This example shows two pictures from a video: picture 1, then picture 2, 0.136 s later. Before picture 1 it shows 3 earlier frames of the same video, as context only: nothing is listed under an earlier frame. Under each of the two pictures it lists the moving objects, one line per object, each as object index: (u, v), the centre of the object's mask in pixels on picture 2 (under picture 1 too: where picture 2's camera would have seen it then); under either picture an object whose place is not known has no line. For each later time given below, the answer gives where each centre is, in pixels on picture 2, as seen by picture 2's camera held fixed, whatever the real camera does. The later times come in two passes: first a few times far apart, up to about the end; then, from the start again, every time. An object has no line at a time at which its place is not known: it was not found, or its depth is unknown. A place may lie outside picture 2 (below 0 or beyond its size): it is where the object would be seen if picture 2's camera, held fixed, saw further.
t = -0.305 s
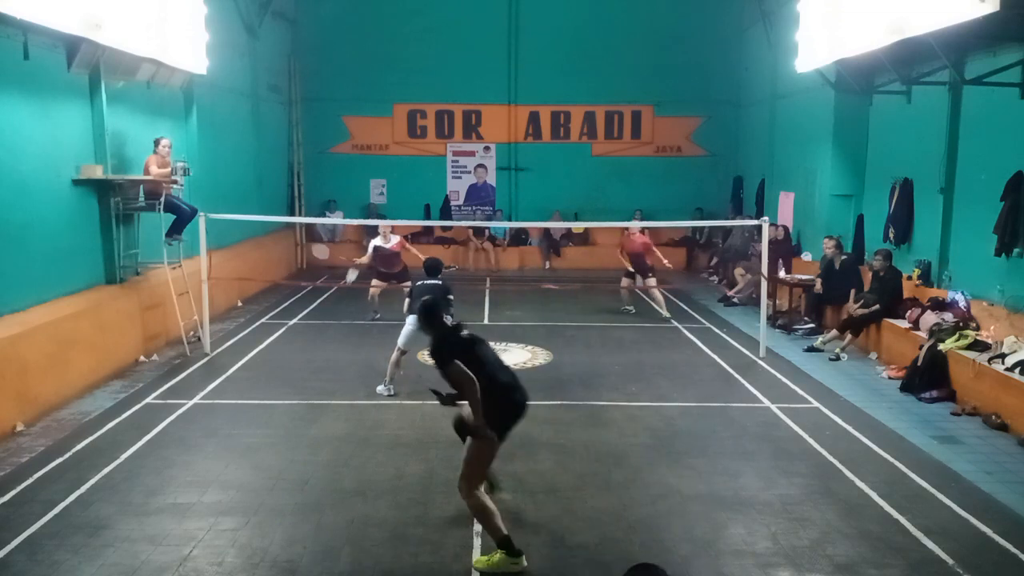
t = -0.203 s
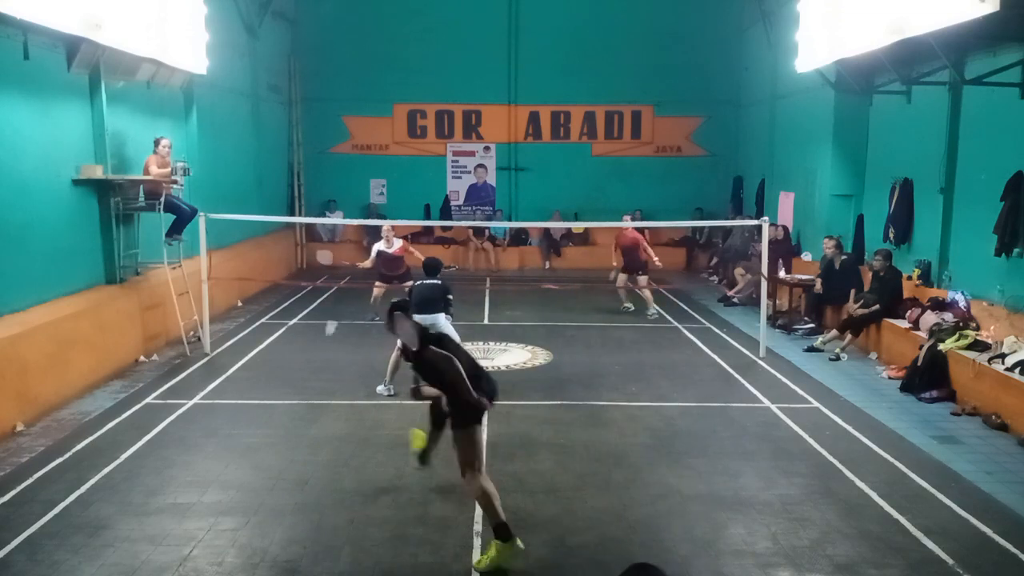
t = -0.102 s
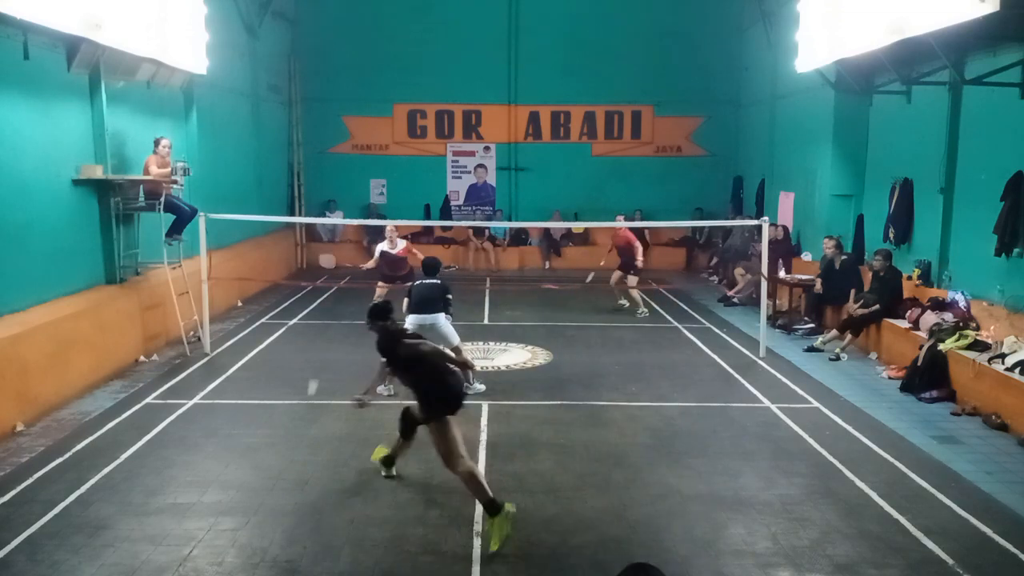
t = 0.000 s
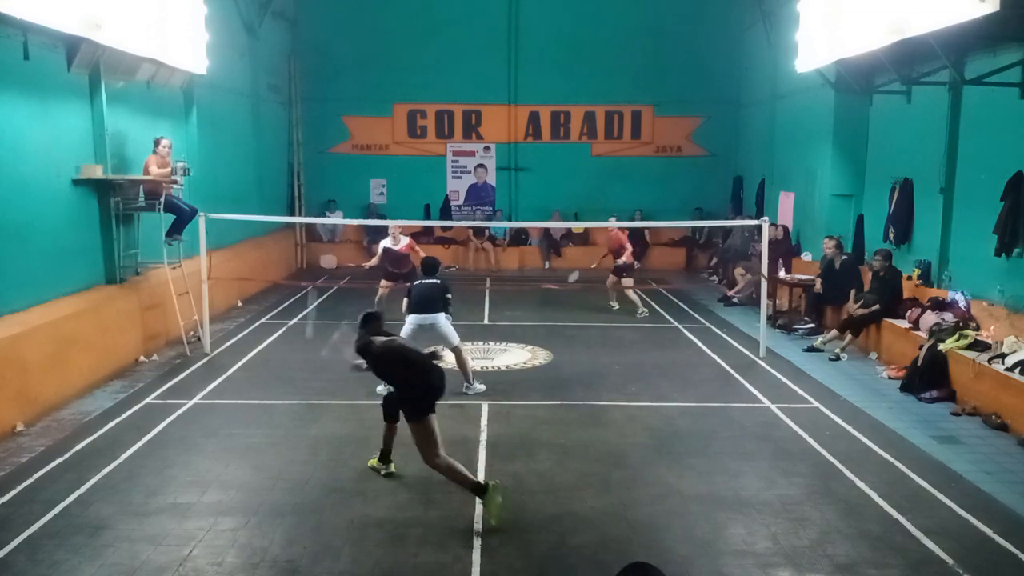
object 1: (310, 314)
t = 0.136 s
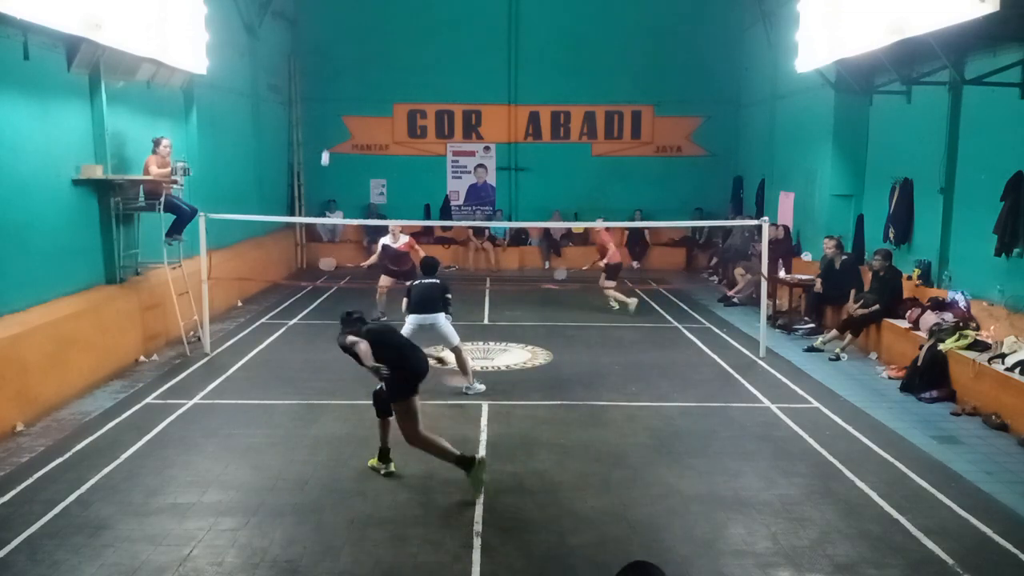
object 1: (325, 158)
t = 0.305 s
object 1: (332, 101)
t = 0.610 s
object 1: (338, 94)
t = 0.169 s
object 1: (326, 140)
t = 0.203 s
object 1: (327, 126)
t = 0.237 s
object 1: (329, 117)
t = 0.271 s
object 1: (330, 108)
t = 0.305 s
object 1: (332, 101)
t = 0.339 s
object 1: (332, 96)
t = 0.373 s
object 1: (333, 92)
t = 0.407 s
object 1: (334, 90)
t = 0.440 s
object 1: (334, 89)
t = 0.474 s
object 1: (335, 89)
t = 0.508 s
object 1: (336, 89)
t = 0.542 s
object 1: (336, 90)
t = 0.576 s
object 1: (337, 92)
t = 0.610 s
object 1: (338, 94)
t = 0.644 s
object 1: (338, 97)
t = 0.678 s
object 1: (339, 102)
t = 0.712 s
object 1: (339, 107)
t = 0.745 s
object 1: (340, 112)
